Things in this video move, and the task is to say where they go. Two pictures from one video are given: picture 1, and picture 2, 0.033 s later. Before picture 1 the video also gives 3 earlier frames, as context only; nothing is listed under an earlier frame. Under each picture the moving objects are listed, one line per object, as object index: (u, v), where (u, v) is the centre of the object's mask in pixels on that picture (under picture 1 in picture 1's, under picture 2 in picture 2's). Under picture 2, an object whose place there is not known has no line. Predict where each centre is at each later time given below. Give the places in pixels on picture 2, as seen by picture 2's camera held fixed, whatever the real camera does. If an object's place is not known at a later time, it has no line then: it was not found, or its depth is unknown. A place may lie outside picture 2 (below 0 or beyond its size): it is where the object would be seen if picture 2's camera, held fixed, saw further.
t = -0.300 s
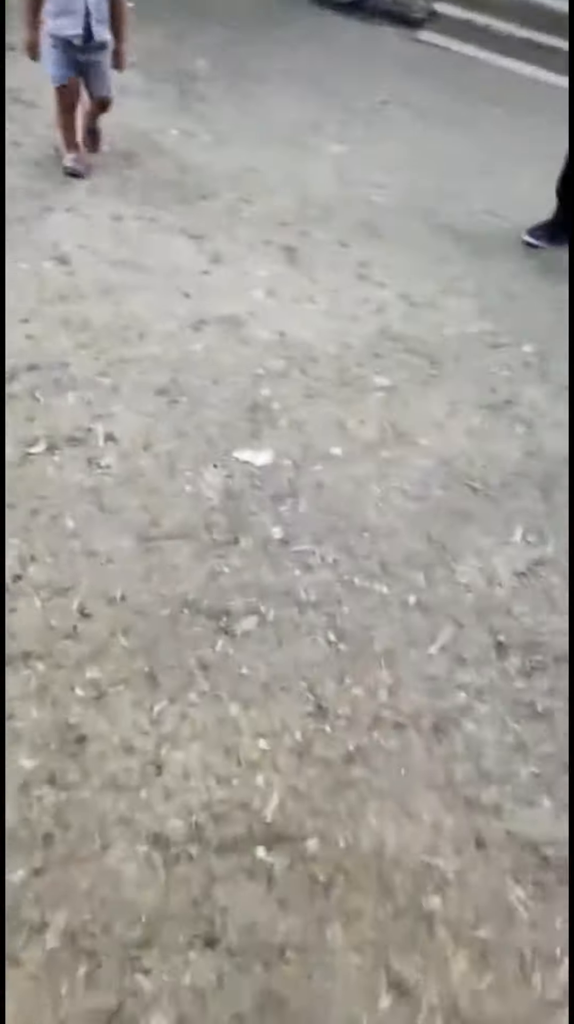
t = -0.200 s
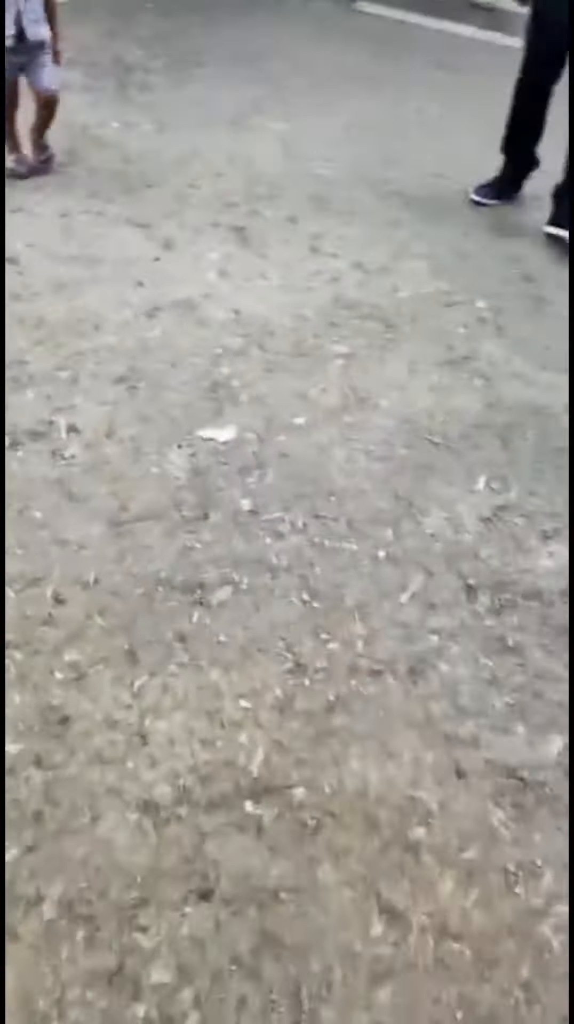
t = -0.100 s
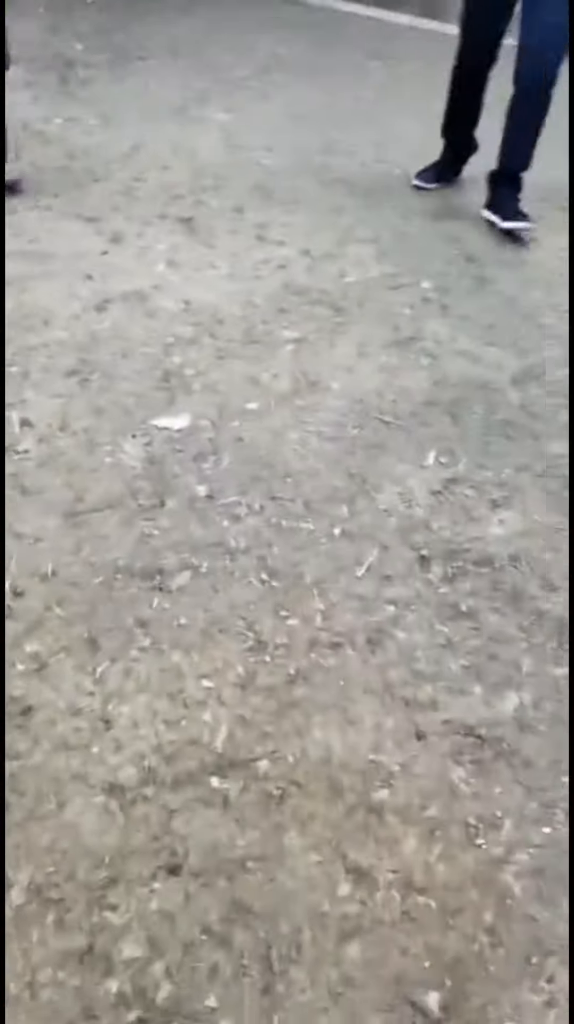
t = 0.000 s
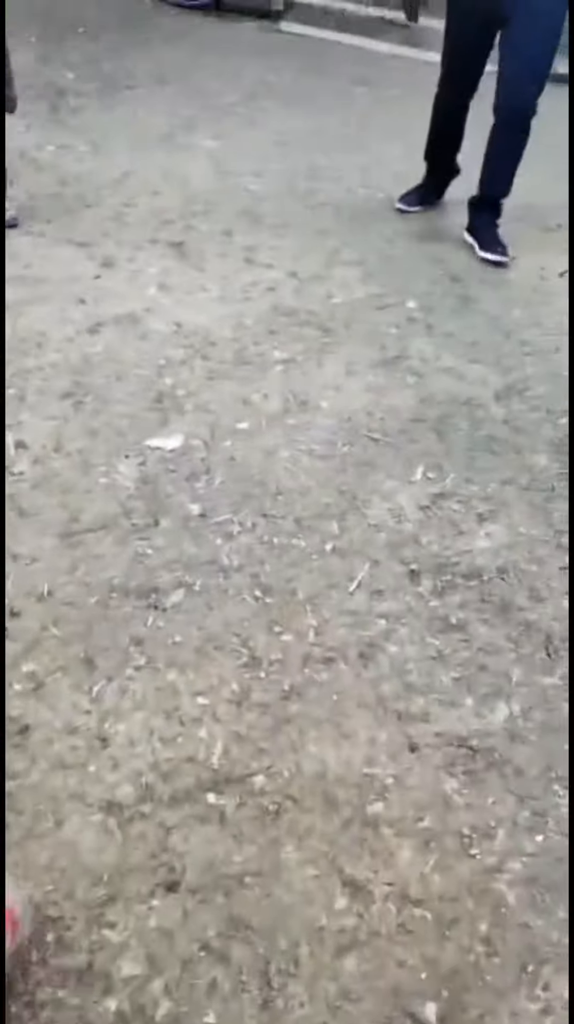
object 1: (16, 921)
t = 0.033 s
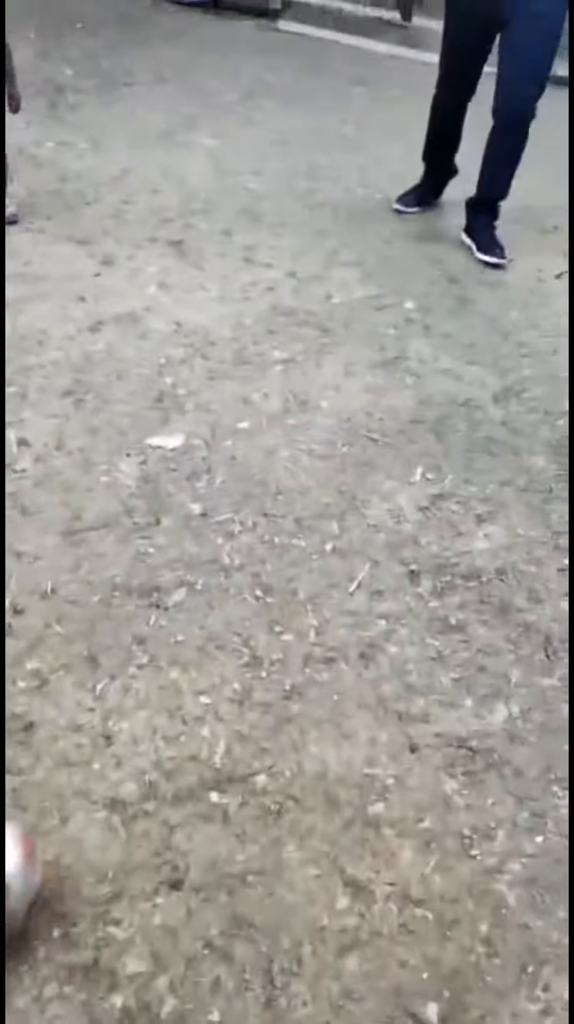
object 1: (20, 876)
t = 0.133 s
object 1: (17, 759)
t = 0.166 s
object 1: (20, 722)
